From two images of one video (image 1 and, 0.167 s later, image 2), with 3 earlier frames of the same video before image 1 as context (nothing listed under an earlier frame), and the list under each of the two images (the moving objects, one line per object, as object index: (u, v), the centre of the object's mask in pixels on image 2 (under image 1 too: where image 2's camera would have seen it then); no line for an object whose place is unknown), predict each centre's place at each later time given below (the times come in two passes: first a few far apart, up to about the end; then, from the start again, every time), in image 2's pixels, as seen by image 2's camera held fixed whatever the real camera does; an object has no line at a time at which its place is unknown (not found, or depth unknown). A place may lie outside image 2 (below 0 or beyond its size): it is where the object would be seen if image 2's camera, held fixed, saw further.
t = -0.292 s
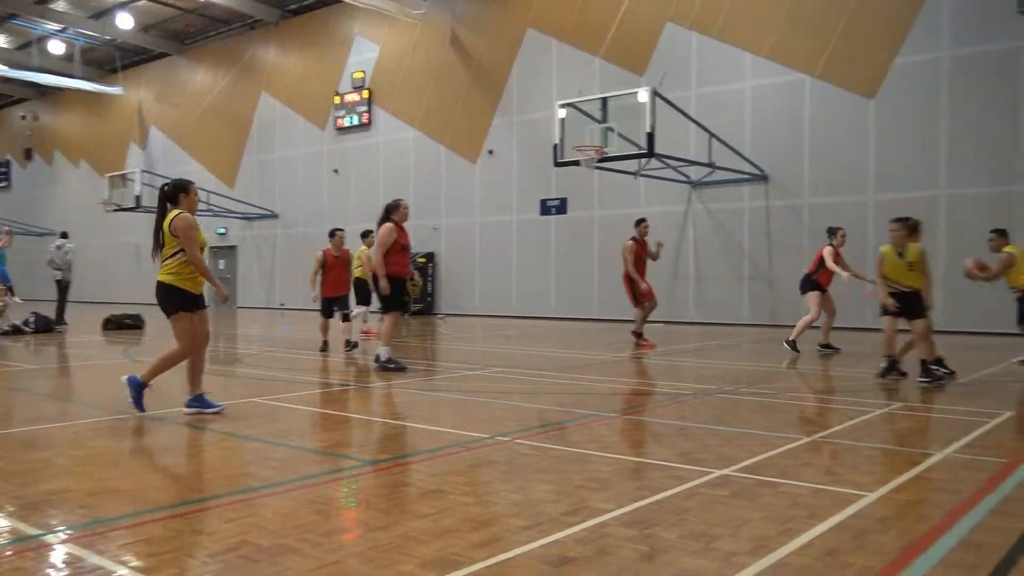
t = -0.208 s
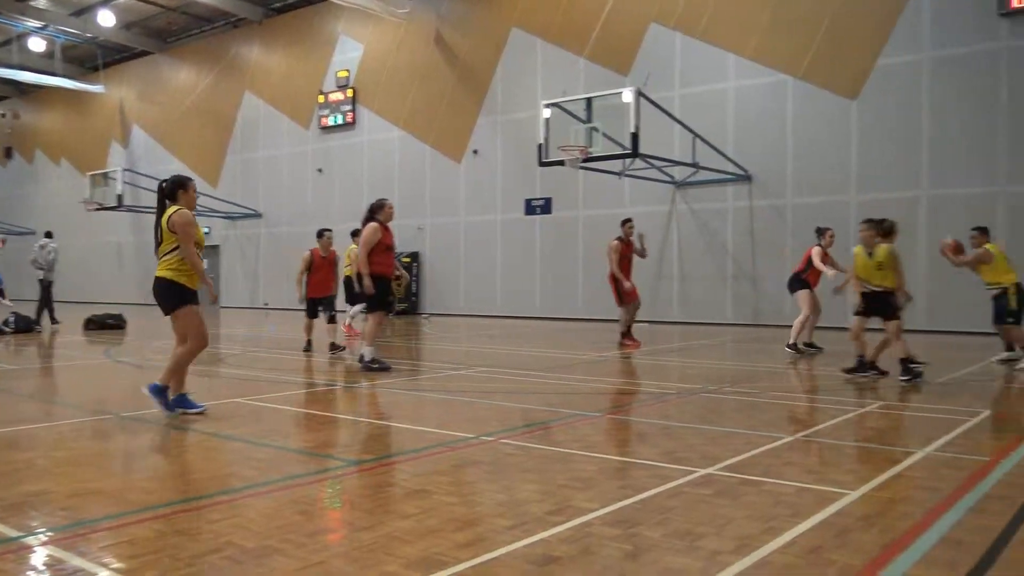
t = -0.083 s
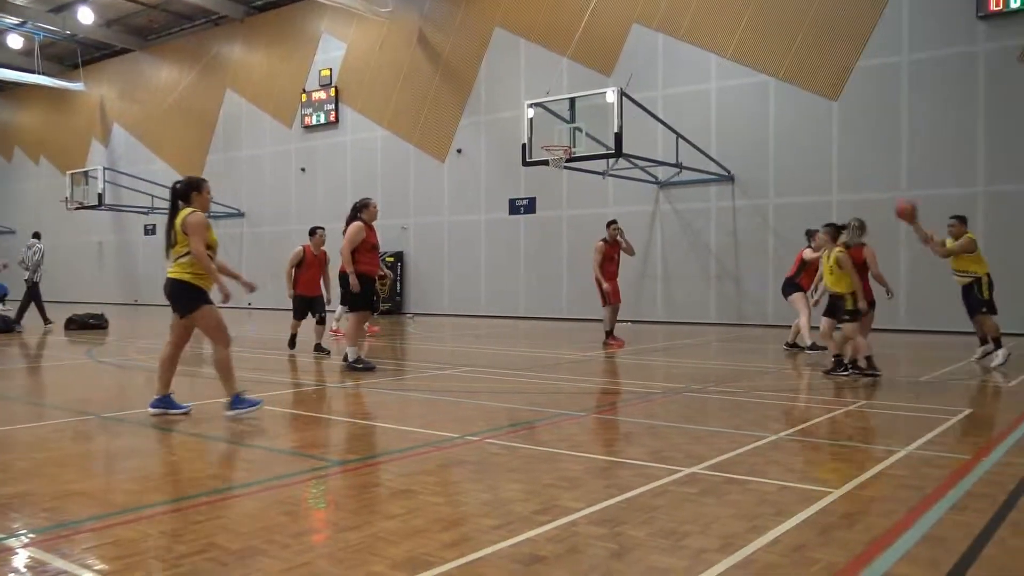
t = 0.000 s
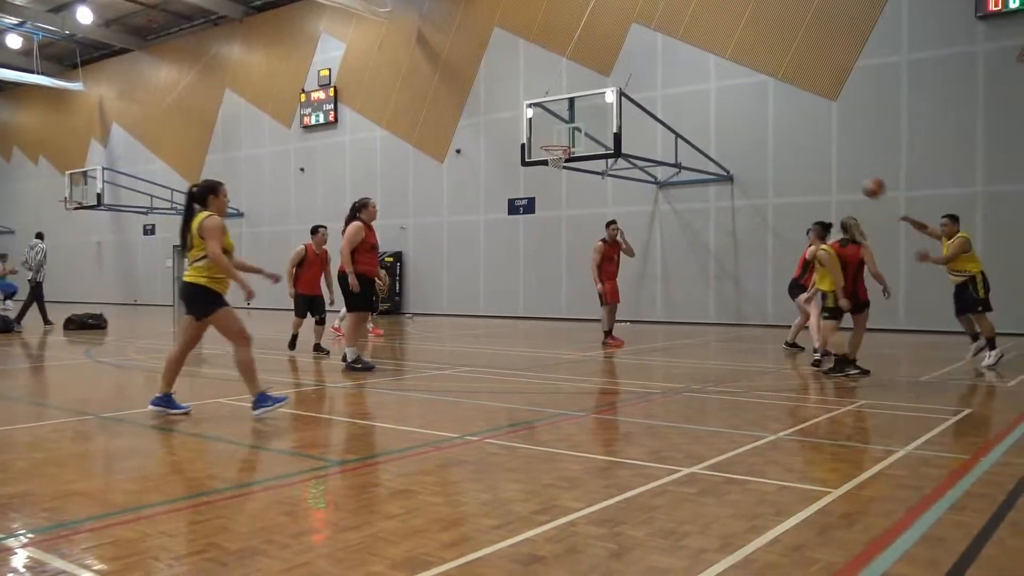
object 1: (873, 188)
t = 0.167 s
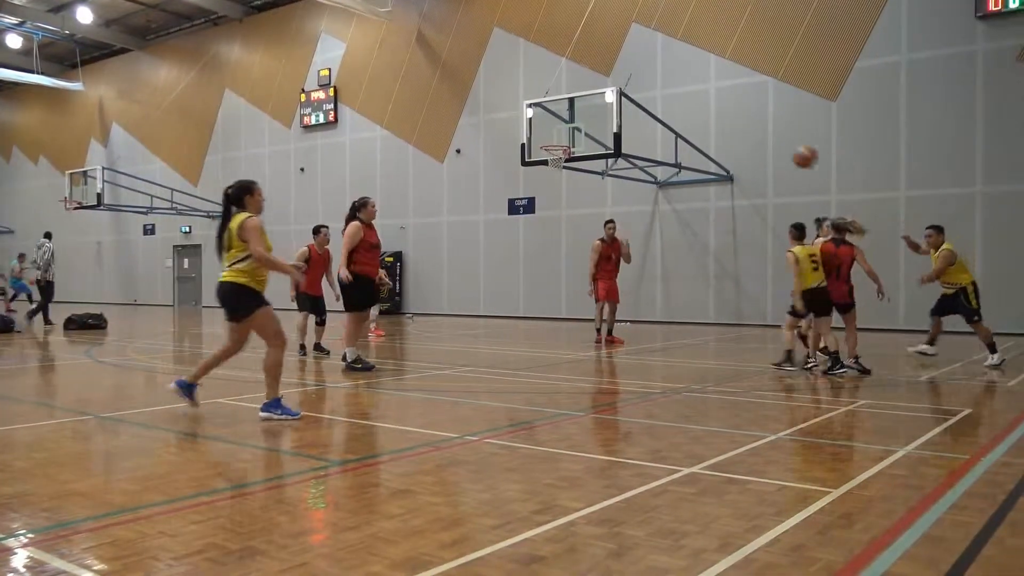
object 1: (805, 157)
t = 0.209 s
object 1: (787, 153)
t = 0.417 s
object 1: (686, 150)
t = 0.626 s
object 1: (567, 193)
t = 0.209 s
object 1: (787, 153)
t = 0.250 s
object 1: (768, 149)
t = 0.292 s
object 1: (748, 147)
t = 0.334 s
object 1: (728, 147)
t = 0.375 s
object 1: (707, 147)
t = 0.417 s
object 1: (686, 150)
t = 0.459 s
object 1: (664, 155)
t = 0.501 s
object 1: (641, 161)
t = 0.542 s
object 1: (618, 169)
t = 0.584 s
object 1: (593, 181)
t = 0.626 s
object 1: (567, 193)
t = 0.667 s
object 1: (540, 207)
